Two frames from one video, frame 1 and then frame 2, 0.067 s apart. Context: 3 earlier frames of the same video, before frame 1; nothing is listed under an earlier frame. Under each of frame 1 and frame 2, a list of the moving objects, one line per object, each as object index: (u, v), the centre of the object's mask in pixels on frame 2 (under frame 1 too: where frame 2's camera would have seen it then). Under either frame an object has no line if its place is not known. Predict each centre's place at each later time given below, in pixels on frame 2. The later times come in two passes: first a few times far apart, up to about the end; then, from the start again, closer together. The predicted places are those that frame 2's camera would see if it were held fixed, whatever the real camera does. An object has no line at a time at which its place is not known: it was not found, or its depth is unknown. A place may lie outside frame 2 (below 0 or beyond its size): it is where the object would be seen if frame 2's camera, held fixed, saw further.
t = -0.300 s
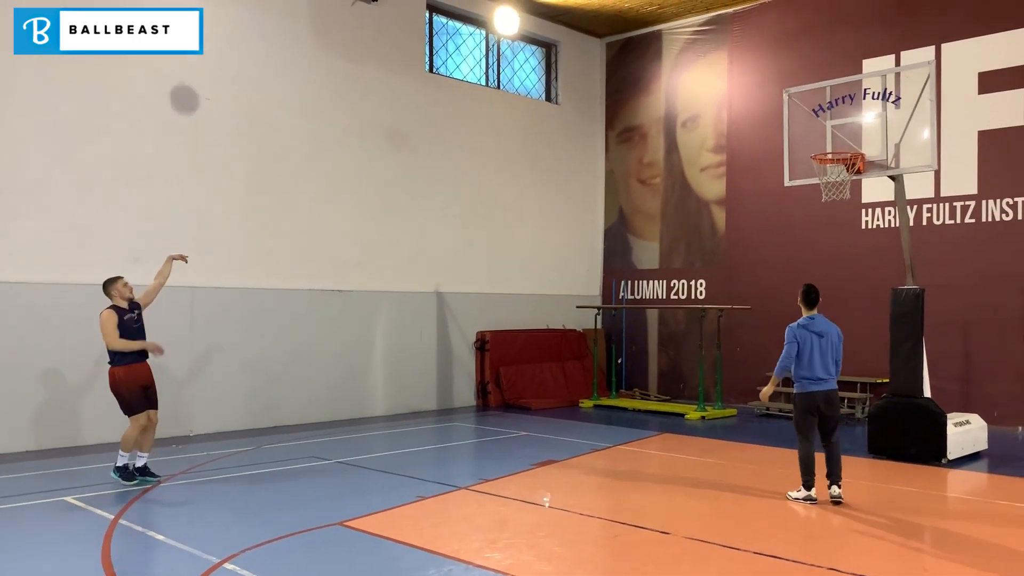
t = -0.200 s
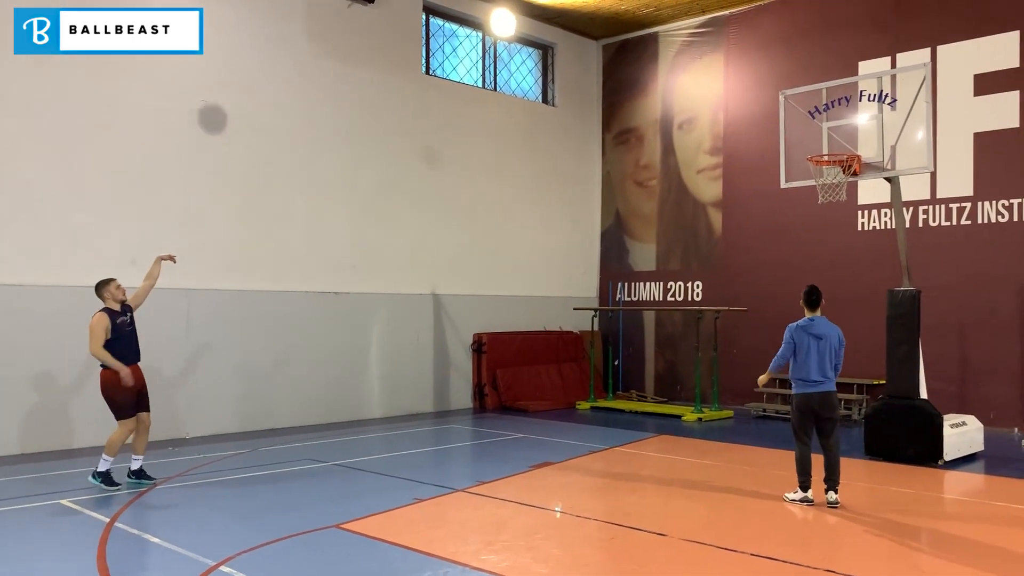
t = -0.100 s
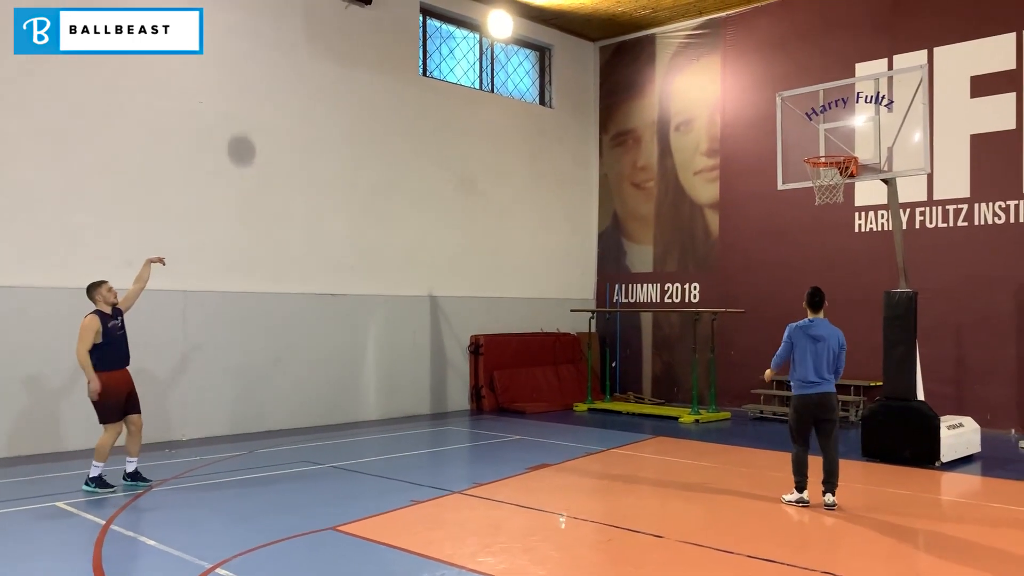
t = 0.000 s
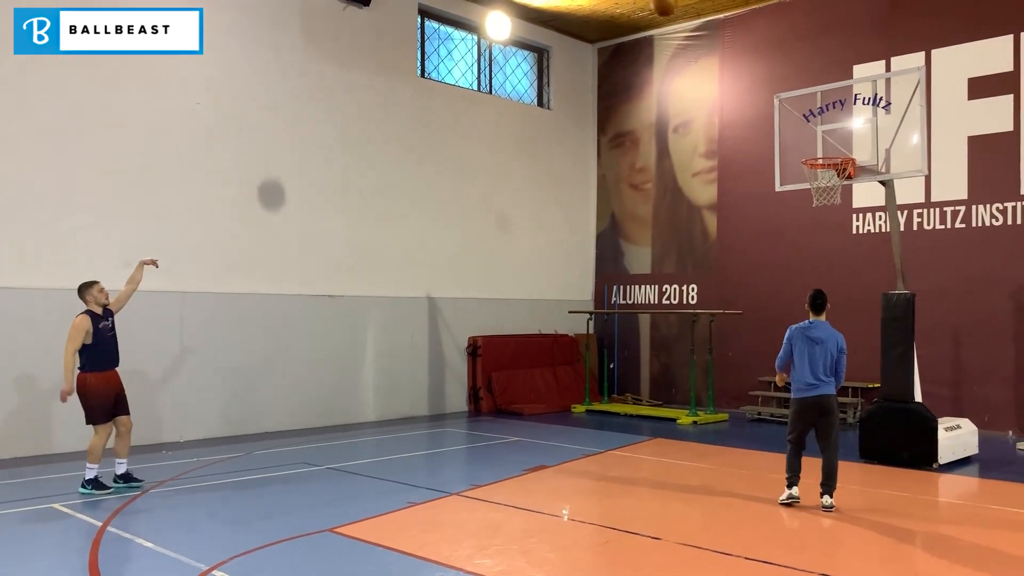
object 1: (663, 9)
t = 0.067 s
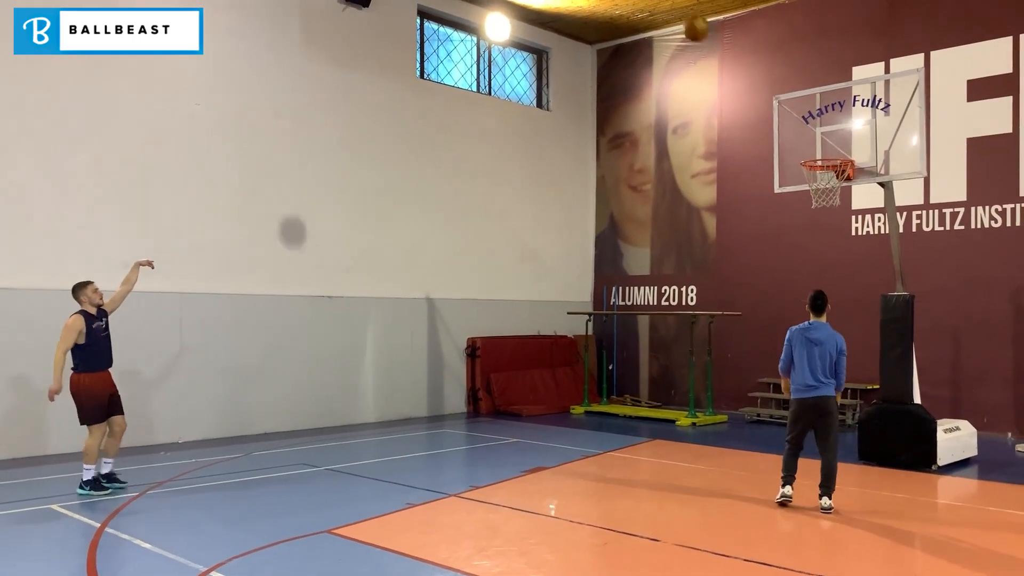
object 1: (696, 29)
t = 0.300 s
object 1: (803, 140)
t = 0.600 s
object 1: (845, 192)
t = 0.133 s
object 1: (726, 54)
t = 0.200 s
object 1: (757, 86)
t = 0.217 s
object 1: (765, 95)
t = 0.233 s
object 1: (772, 103)
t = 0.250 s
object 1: (780, 112)
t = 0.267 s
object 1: (788, 122)
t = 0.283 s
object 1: (796, 131)
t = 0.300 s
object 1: (803, 140)
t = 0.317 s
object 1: (812, 150)
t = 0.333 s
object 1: (818, 157)
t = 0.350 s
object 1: (825, 162)
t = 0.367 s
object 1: (833, 168)
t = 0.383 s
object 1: (840, 172)
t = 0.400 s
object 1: (845, 175)
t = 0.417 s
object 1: (847, 178)
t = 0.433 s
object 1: (849, 178)
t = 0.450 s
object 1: (850, 180)
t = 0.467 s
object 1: (848, 179)
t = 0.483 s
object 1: (848, 180)
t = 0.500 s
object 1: (848, 180)
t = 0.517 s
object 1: (848, 181)
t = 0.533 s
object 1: (848, 181)
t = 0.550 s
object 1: (848, 184)
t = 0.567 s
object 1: (847, 183)
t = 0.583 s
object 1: (846, 185)
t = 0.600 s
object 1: (845, 192)
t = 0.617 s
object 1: (844, 197)
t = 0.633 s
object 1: (843, 200)
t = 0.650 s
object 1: (842, 206)
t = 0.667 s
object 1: (841, 209)
